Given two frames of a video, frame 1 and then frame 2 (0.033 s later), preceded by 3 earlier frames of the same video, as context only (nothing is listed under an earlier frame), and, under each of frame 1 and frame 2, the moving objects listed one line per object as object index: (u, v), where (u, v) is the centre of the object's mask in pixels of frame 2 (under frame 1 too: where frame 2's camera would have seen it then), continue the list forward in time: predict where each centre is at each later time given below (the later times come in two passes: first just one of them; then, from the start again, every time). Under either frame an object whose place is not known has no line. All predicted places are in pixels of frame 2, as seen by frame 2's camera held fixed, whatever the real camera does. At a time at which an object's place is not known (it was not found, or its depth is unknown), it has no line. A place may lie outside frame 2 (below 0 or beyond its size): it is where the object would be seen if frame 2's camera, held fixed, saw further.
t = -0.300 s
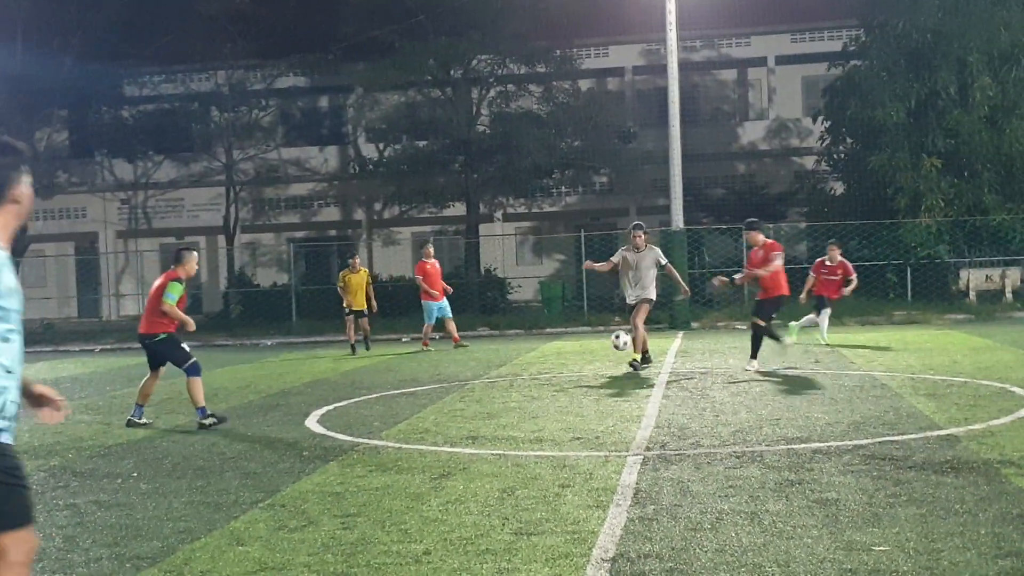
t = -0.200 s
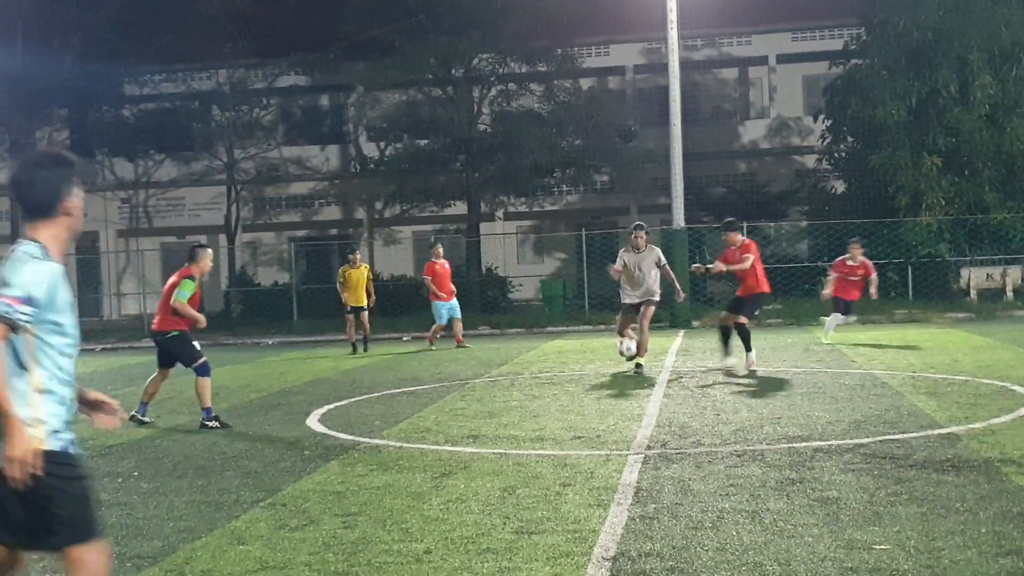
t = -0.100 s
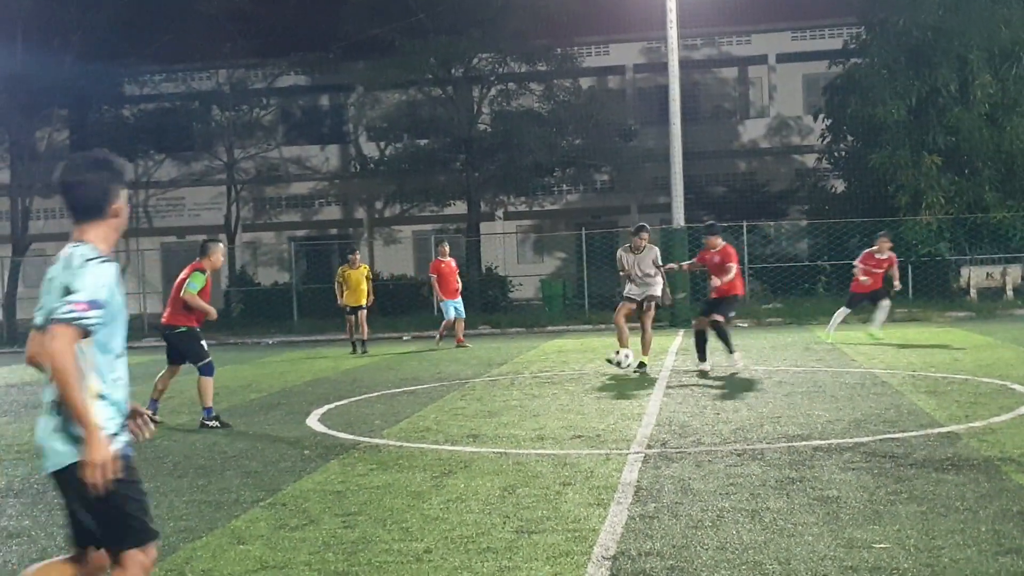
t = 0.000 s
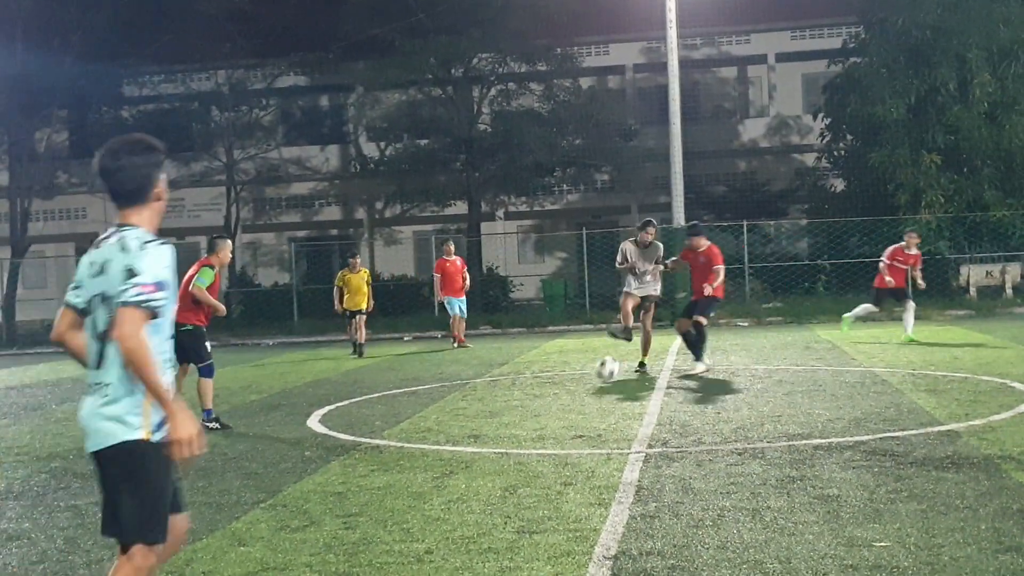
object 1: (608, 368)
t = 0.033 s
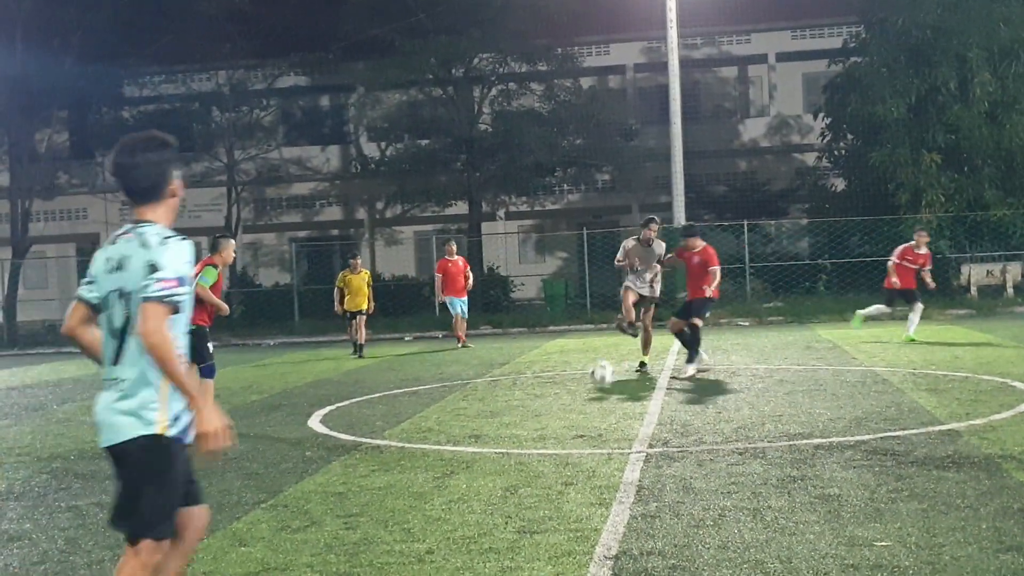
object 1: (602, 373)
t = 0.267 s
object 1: (561, 420)
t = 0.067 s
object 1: (595, 382)
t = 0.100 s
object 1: (589, 395)
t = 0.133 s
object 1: (584, 400)
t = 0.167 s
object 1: (579, 401)
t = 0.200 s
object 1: (573, 405)
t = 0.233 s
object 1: (567, 410)
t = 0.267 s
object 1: (561, 420)
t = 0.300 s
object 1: (555, 430)
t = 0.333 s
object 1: (550, 444)
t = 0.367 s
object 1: (543, 460)
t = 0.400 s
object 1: (537, 464)
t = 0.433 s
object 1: (531, 469)
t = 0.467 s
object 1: (525, 476)
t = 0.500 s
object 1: (519, 489)
